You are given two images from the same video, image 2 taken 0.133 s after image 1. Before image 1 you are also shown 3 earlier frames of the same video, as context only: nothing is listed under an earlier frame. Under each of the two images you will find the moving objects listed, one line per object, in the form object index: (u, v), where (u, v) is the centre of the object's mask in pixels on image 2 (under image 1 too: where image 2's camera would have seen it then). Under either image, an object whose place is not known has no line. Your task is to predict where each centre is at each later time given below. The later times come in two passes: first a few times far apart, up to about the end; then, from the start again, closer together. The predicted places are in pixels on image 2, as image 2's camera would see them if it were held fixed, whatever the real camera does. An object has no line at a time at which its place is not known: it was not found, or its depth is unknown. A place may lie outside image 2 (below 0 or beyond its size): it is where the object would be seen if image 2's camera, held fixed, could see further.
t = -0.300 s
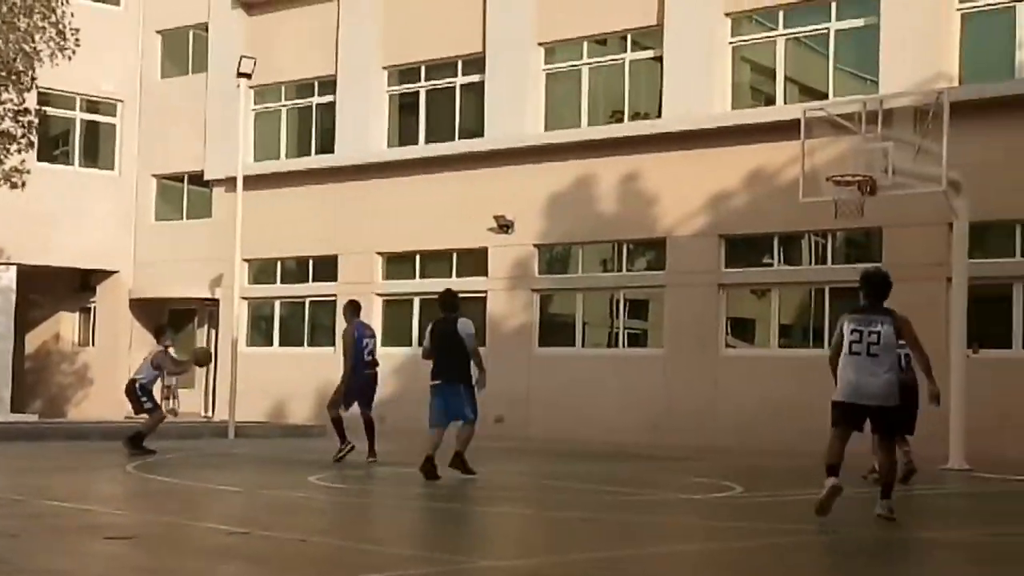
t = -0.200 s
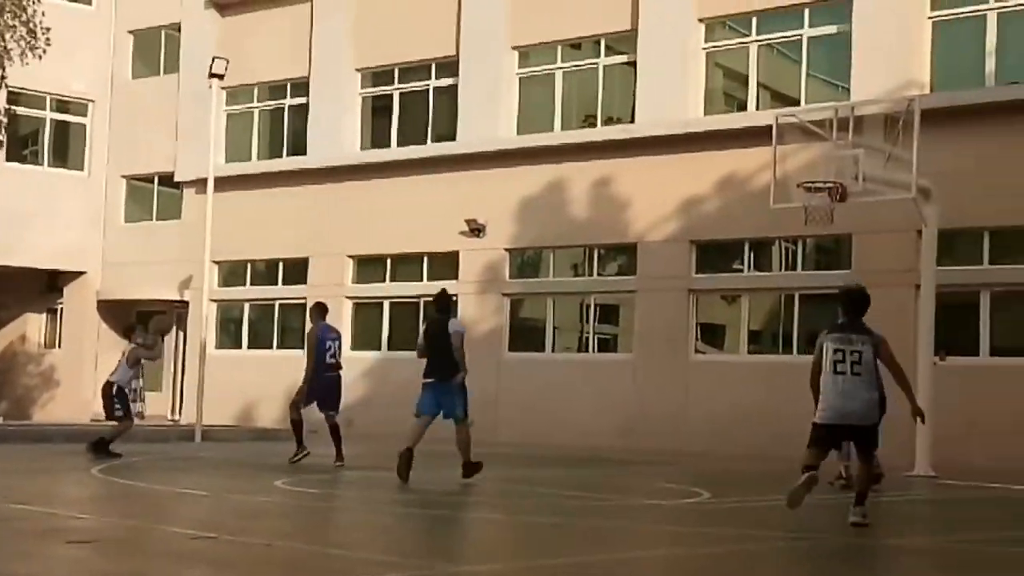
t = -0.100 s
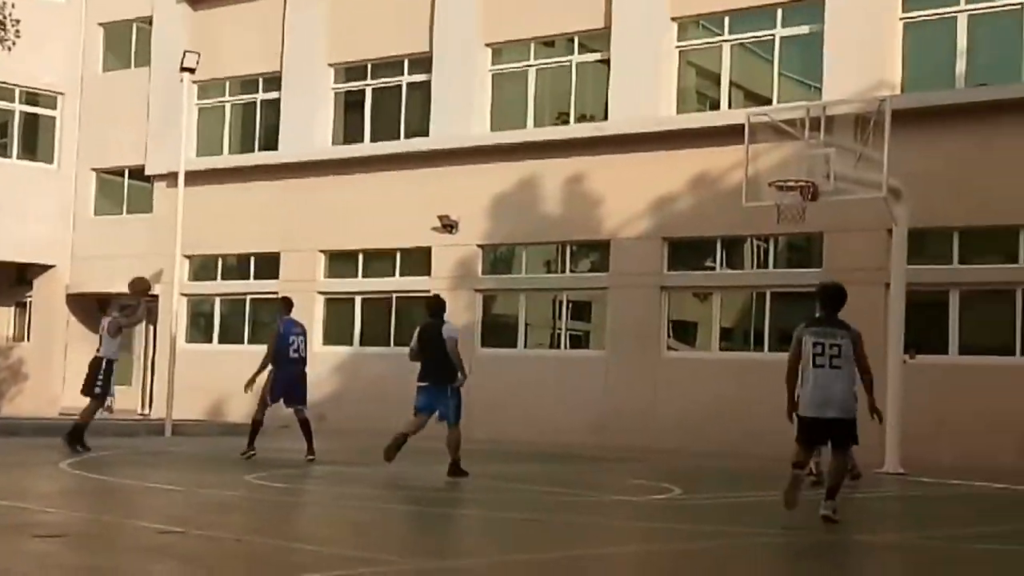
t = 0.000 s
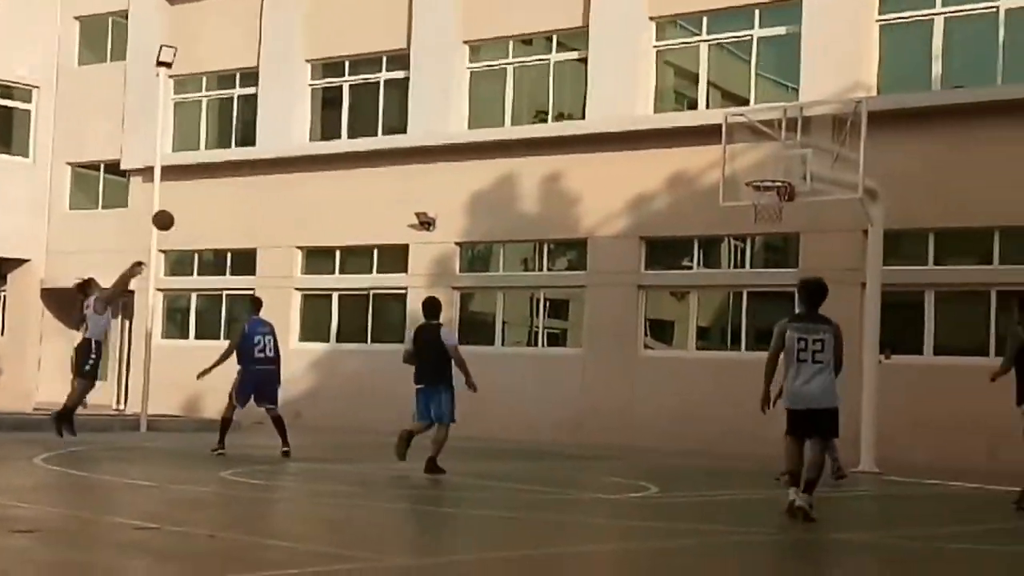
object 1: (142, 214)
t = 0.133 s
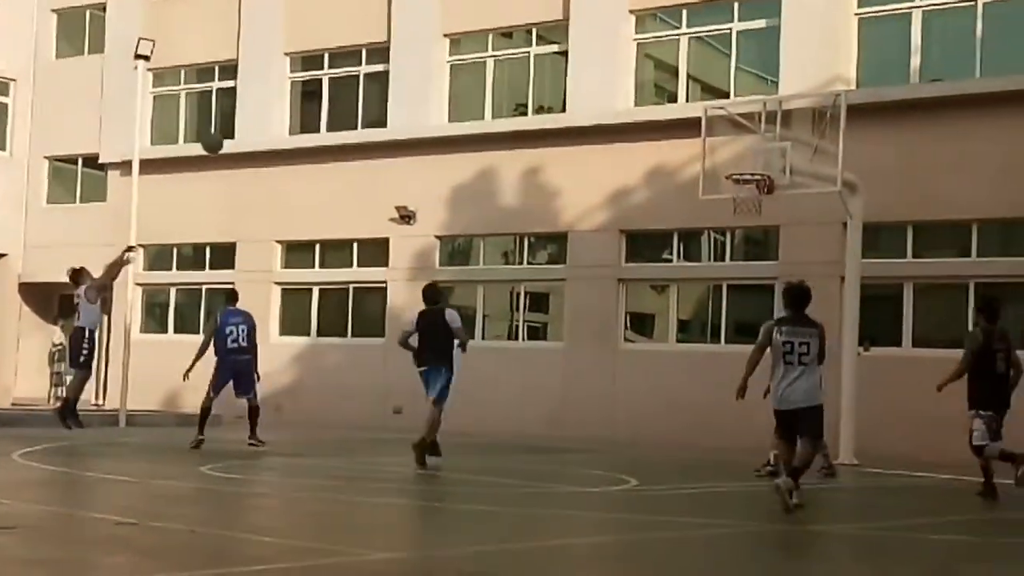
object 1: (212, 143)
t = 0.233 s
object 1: (264, 100)
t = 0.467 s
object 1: (381, 35)
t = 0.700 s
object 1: (493, 21)
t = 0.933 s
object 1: (601, 52)
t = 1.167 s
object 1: (719, 147)
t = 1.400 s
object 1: (684, 161)
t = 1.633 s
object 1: (613, 180)
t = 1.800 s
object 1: (564, 220)
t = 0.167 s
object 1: (228, 128)
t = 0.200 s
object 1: (246, 113)
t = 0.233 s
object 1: (264, 100)
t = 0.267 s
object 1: (281, 88)
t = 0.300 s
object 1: (298, 77)
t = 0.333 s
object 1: (314, 66)
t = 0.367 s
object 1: (330, 58)
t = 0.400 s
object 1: (348, 48)
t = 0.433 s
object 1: (364, 42)
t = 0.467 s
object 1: (381, 35)
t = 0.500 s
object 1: (398, 31)
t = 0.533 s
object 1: (413, 26)
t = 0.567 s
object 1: (429, 23)
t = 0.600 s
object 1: (445, 21)
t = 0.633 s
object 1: (461, 20)
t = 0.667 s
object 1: (477, 20)
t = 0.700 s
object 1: (493, 21)
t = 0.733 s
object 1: (508, 24)
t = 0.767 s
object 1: (524, 24)
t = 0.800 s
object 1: (539, 29)
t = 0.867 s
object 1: (571, 38)
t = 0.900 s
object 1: (586, 45)
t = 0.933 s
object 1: (601, 52)
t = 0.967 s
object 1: (615, 60)
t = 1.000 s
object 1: (631, 70)
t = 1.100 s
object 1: (691, 114)
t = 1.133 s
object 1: (706, 133)
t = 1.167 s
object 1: (719, 147)
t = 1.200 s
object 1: (734, 164)
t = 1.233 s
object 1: (735, 173)
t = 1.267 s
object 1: (727, 172)
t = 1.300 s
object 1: (716, 168)
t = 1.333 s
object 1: (705, 165)
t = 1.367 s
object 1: (695, 162)
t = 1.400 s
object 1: (684, 161)
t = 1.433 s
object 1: (673, 161)
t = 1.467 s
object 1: (663, 162)
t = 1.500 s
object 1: (653, 164)
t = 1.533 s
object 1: (643, 166)
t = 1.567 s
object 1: (633, 170)
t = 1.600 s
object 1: (623, 174)
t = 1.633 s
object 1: (613, 180)
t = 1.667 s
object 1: (603, 186)
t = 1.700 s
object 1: (593, 193)
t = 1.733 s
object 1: (583, 201)
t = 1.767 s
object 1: (574, 210)
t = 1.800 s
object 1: (564, 220)
